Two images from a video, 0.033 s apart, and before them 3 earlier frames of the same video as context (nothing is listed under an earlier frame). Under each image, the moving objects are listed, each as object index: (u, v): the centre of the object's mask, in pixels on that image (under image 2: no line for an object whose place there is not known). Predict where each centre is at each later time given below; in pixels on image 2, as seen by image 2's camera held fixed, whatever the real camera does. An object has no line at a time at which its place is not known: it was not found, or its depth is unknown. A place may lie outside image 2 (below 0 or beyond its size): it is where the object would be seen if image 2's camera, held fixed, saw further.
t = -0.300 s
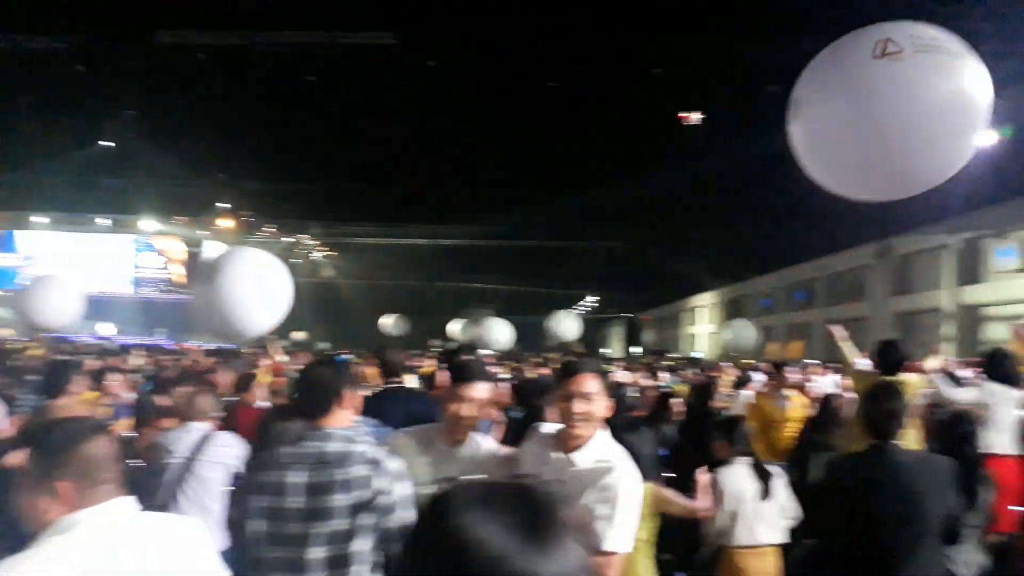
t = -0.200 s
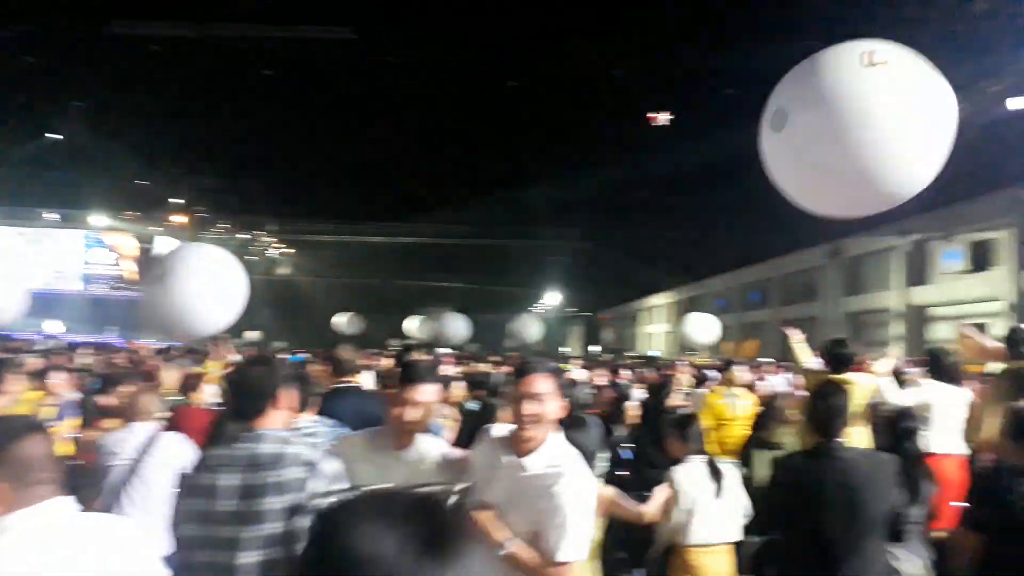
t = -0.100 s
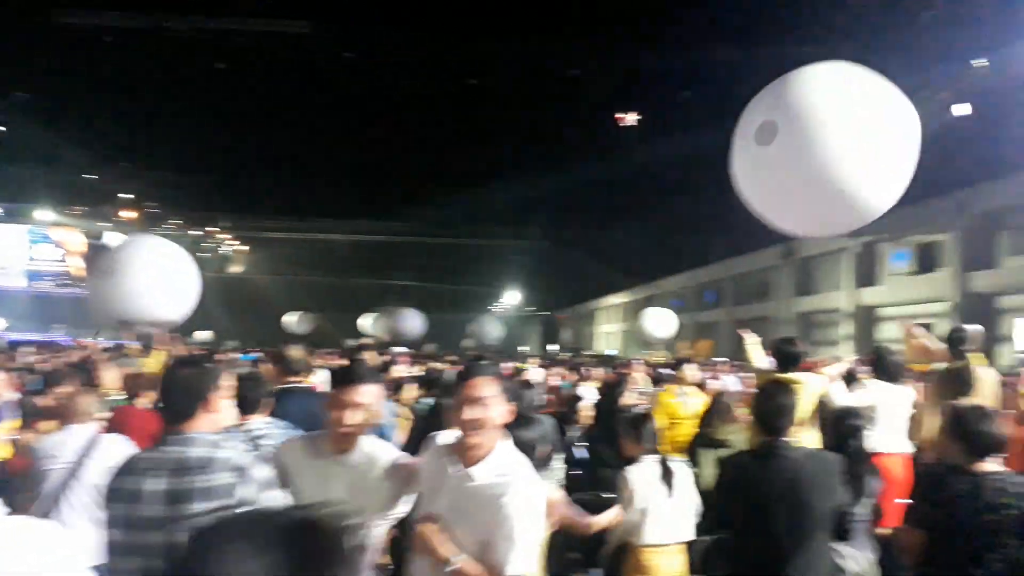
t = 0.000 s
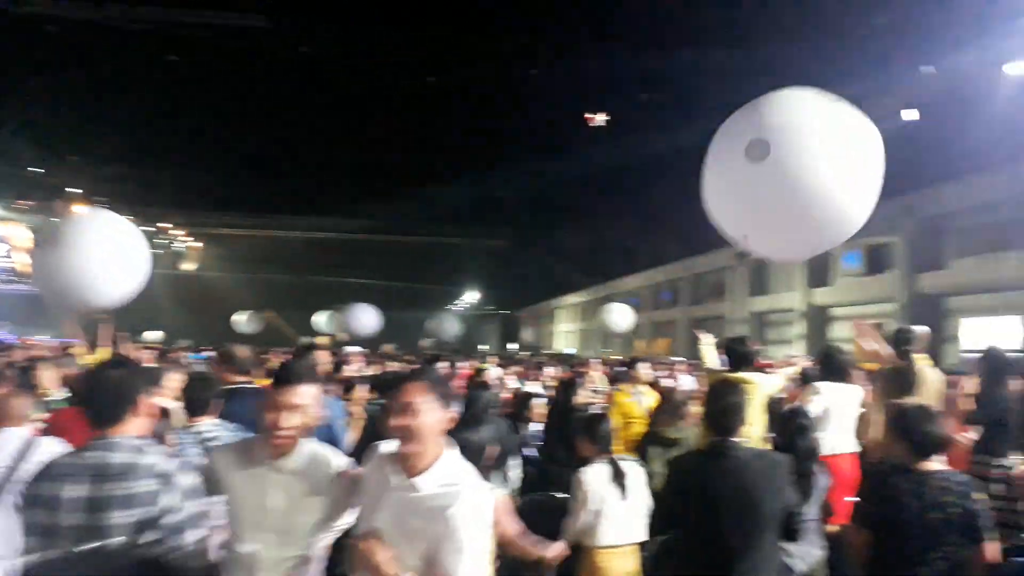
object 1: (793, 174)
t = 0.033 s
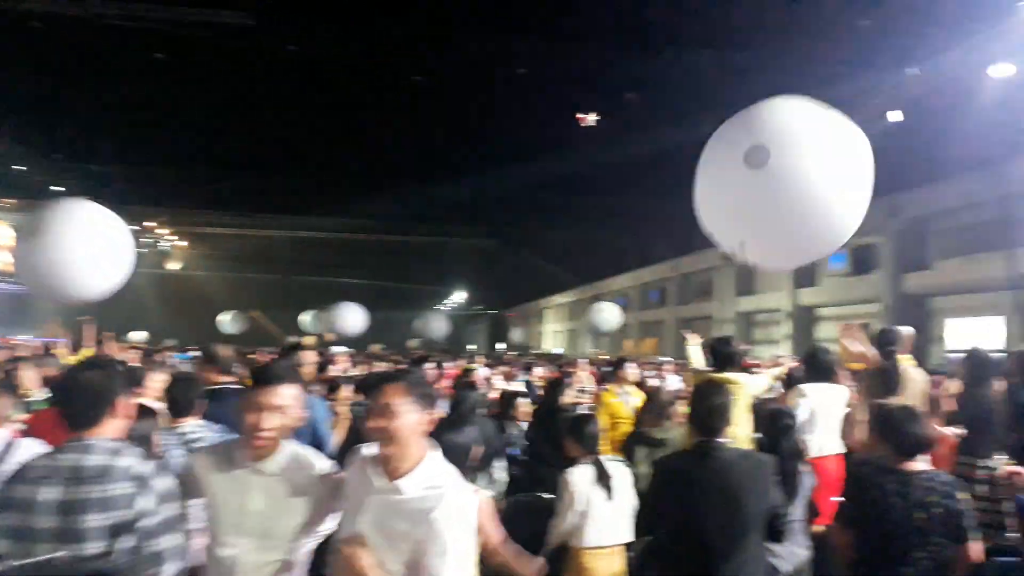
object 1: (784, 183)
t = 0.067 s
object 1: (789, 191)
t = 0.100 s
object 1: (795, 200)
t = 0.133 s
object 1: (800, 209)
